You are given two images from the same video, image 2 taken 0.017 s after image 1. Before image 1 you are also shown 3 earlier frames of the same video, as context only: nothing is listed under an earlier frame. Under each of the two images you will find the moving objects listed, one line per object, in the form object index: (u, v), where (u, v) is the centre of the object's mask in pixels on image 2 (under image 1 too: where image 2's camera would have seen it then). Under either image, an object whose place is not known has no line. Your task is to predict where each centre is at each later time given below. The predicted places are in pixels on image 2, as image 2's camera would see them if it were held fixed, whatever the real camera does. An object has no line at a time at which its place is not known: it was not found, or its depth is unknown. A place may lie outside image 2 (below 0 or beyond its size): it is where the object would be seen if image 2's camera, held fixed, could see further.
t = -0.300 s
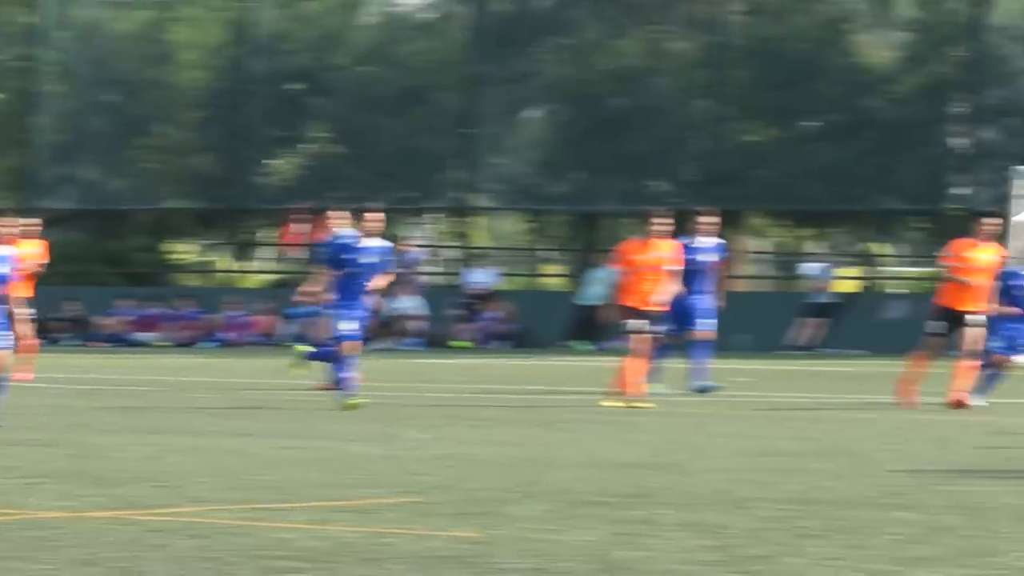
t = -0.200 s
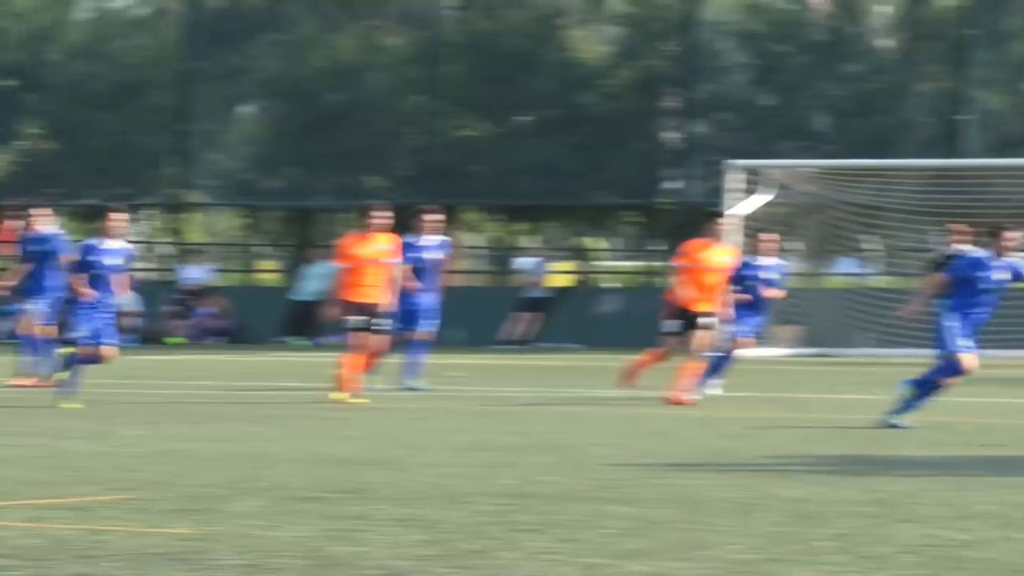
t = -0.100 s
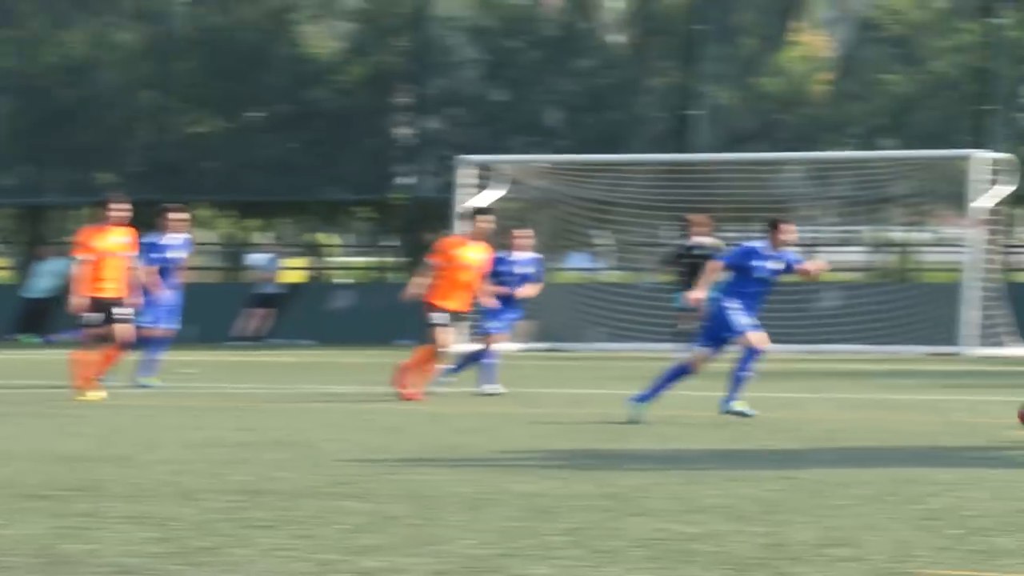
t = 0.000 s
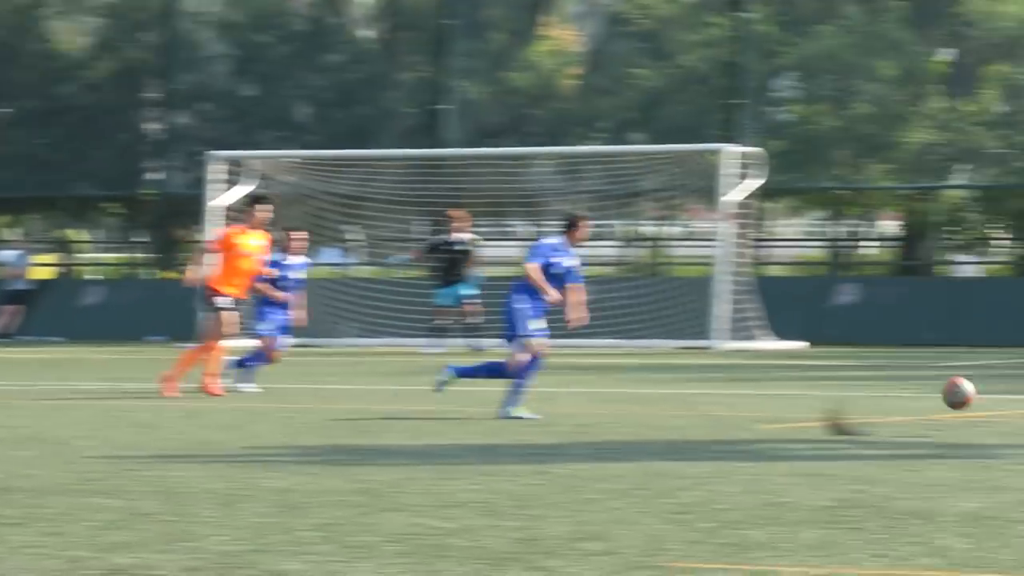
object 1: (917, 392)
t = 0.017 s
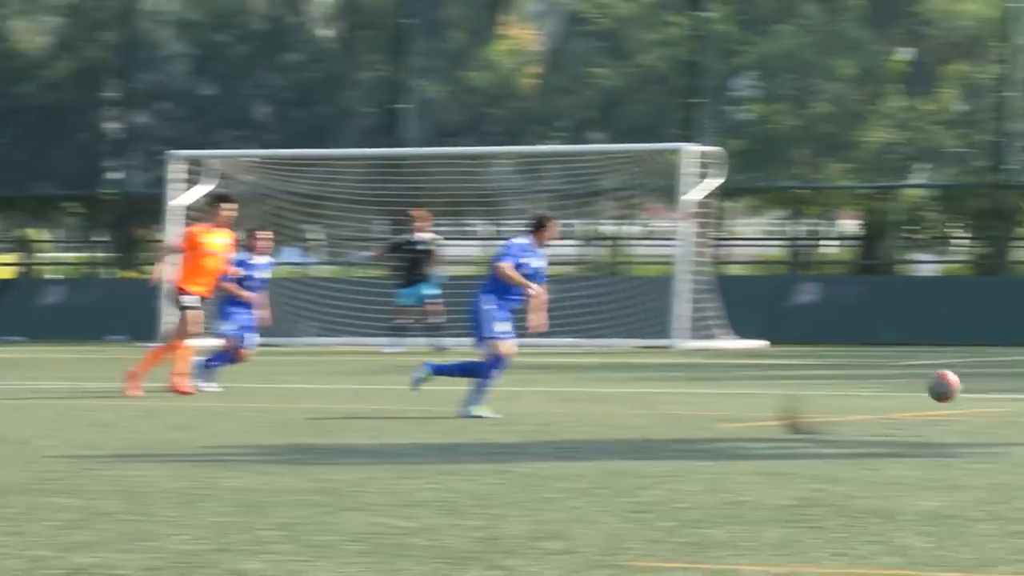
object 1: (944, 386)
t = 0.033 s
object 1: (971, 381)
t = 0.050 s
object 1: (999, 377)
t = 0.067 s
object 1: (1024, 372)
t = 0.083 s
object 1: (1051, 368)
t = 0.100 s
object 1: (1078, 365)
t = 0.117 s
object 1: (1104, 362)
